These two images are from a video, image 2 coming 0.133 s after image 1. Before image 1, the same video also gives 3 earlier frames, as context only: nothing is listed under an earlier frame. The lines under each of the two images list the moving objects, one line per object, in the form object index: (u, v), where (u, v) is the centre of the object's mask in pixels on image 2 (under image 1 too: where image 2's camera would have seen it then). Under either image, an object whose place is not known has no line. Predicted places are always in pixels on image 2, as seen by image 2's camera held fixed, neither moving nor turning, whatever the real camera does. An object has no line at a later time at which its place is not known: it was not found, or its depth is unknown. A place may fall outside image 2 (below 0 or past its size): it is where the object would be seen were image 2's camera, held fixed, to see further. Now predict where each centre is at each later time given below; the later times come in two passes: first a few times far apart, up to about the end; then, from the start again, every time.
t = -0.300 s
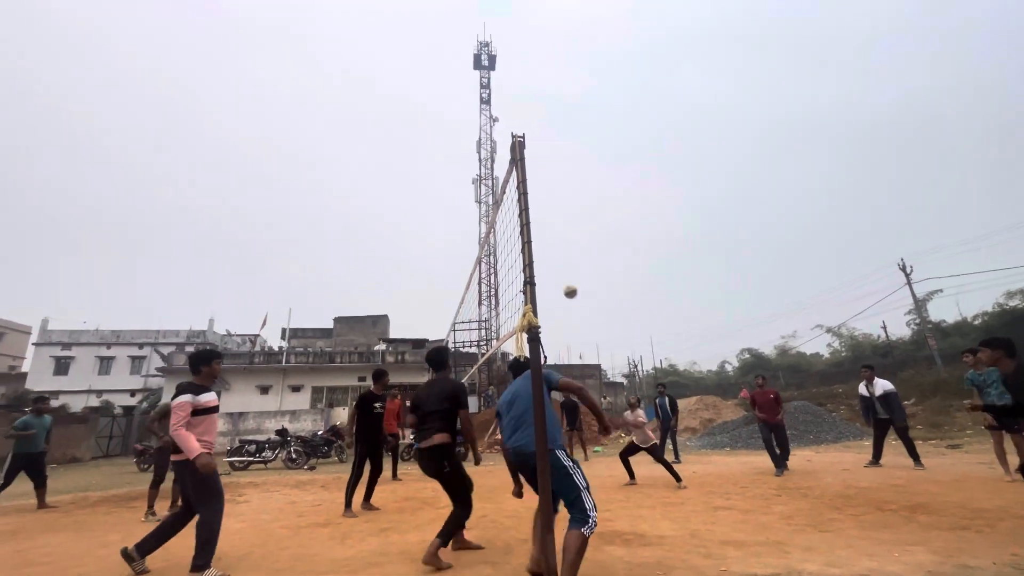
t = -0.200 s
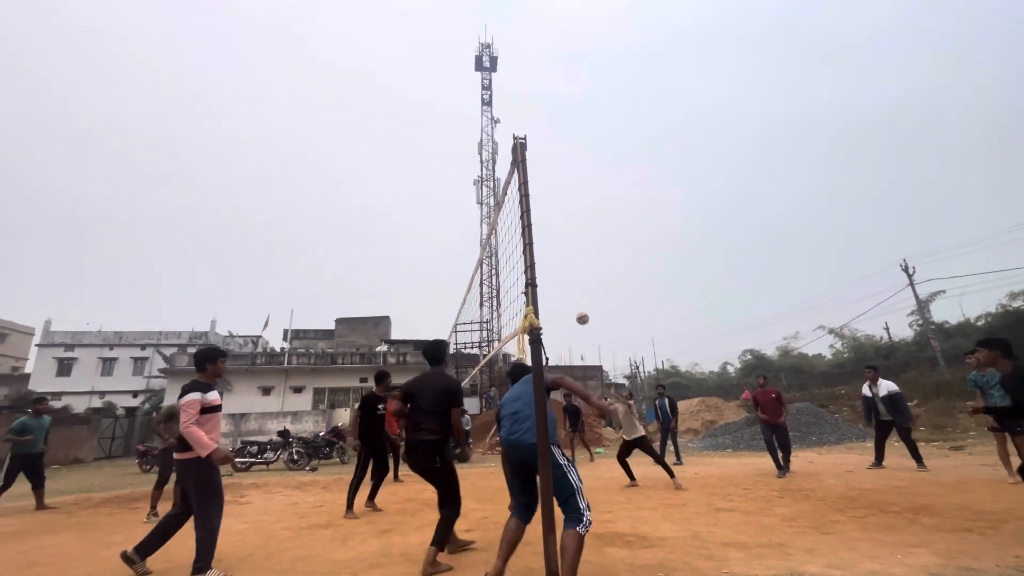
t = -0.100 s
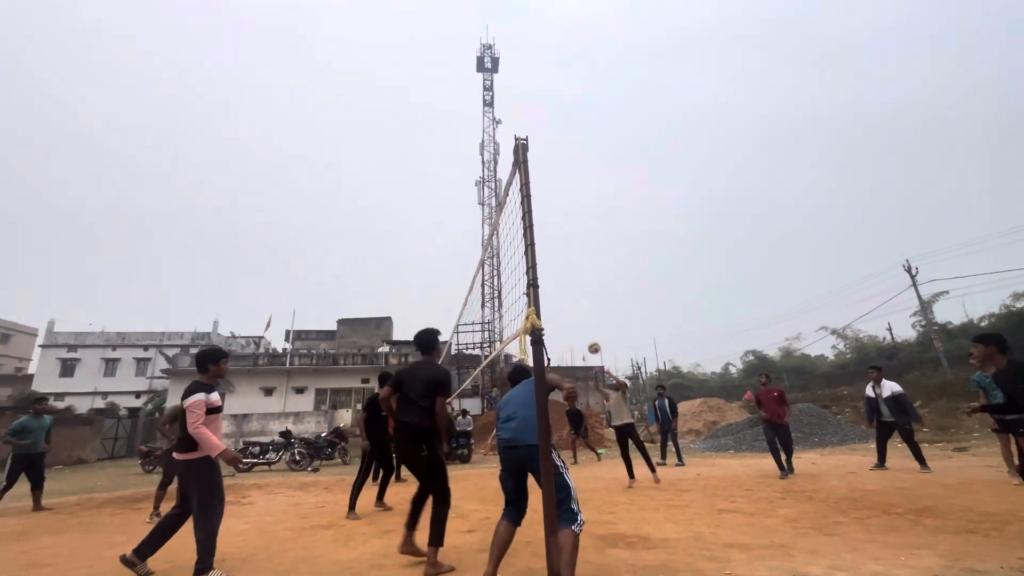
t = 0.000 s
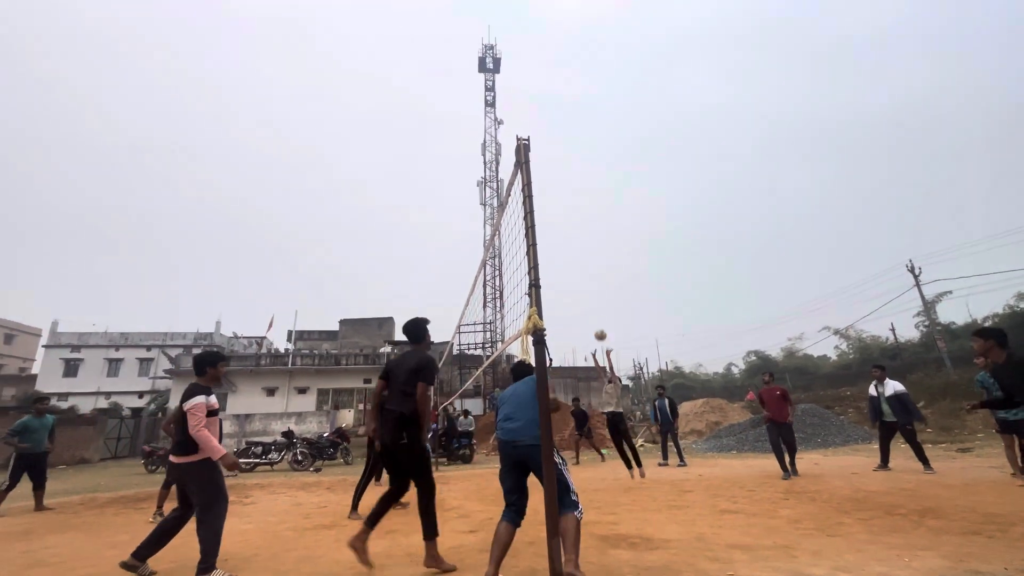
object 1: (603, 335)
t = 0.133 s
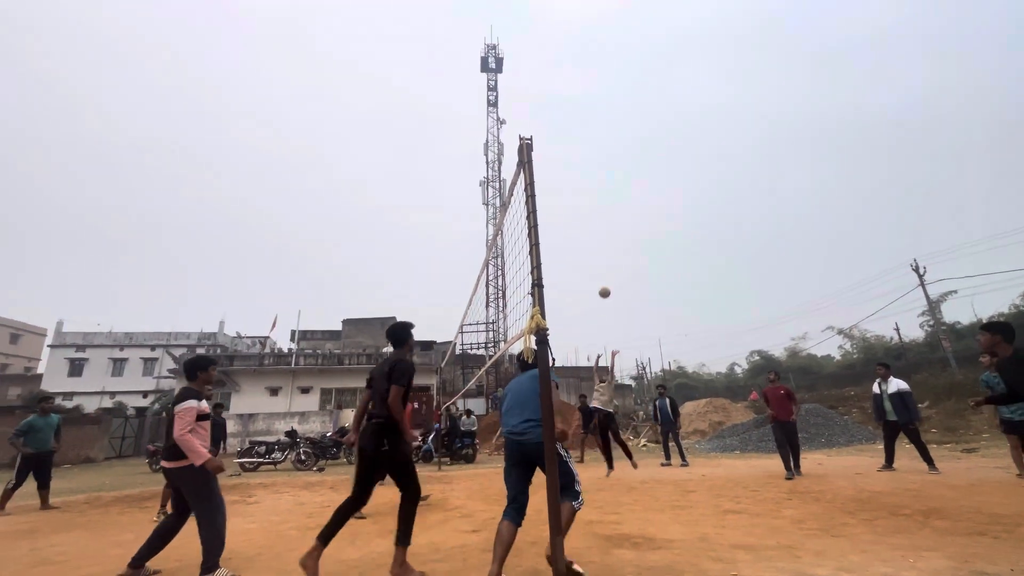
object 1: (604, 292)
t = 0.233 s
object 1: (606, 269)
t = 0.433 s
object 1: (611, 239)
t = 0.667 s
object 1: (620, 231)
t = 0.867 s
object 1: (629, 243)
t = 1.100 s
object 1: (641, 283)
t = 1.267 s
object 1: (652, 328)
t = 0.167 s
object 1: (605, 284)
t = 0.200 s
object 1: (606, 276)
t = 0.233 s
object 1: (606, 269)
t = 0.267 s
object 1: (607, 262)
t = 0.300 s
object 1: (608, 256)
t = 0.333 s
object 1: (609, 251)
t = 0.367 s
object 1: (610, 246)
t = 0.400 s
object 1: (611, 243)
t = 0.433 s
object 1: (611, 239)
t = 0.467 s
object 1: (613, 236)
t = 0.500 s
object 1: (613, 234)
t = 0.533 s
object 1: (615, 232)
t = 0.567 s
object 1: (616, 231)
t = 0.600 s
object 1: (617, 230)
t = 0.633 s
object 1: (619, 230)
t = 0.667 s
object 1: (620, 231)
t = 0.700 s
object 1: (621, 231)
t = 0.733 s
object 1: (623, 233)
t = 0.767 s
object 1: (624, 234)
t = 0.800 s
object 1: (626, 237)
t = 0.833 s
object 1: (627, 240)
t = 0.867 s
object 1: (629, 243)
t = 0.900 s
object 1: (631, 247)
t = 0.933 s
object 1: (632, 252)
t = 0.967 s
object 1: (634, 257)
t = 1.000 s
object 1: (636, 262)
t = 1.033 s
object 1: (638, 269)
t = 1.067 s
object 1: (639, 276)
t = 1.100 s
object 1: (641, 283)
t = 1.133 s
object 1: (644, 291)
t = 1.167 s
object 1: (646, 299)
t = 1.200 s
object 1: (648, 308)
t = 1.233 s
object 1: (650, 318)
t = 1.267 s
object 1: (652, 328)
